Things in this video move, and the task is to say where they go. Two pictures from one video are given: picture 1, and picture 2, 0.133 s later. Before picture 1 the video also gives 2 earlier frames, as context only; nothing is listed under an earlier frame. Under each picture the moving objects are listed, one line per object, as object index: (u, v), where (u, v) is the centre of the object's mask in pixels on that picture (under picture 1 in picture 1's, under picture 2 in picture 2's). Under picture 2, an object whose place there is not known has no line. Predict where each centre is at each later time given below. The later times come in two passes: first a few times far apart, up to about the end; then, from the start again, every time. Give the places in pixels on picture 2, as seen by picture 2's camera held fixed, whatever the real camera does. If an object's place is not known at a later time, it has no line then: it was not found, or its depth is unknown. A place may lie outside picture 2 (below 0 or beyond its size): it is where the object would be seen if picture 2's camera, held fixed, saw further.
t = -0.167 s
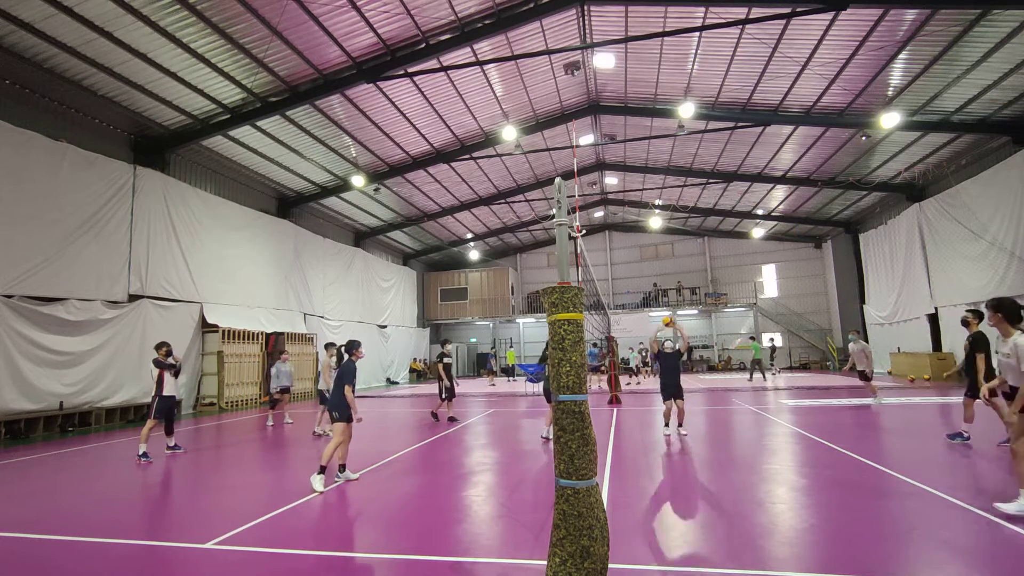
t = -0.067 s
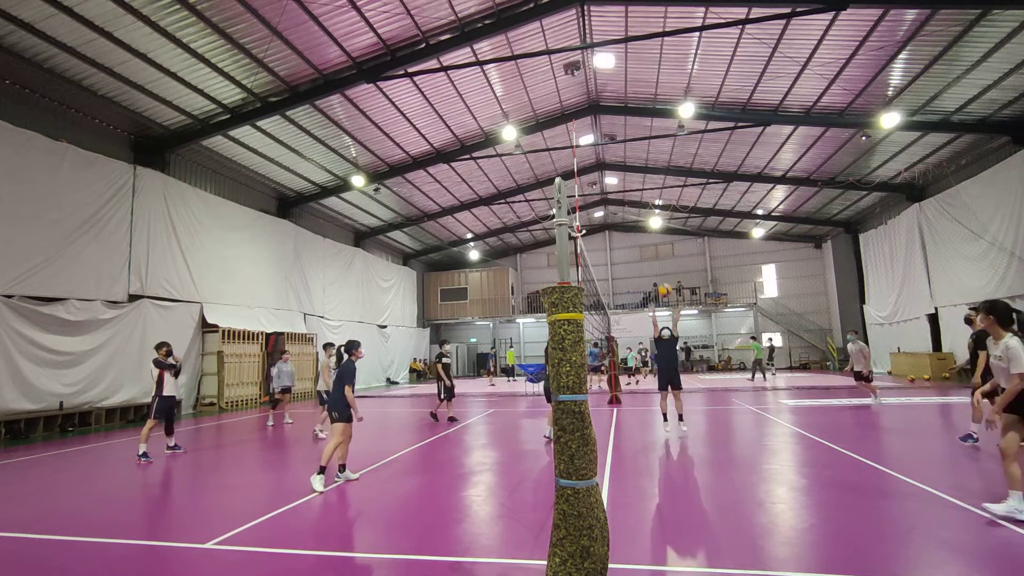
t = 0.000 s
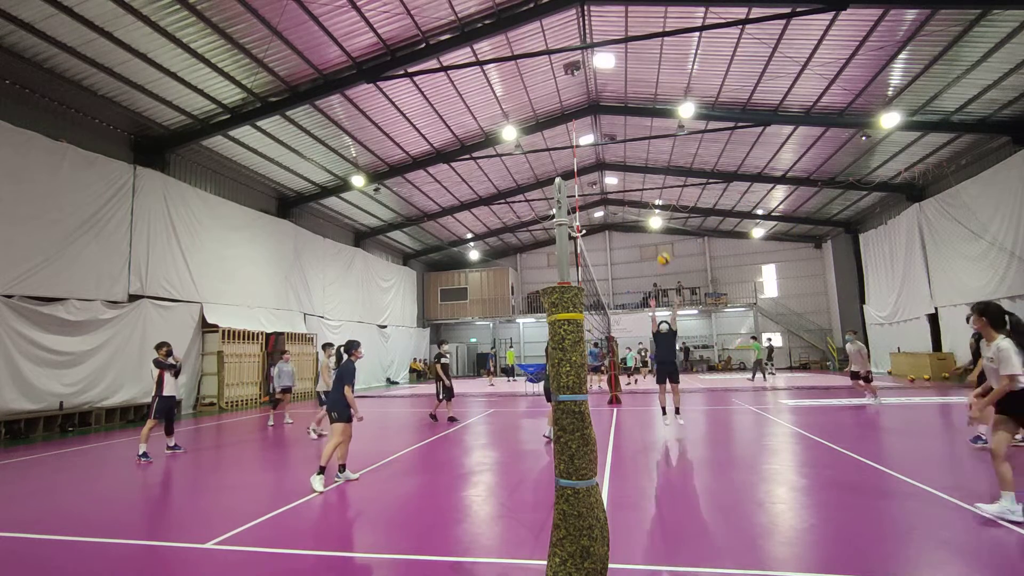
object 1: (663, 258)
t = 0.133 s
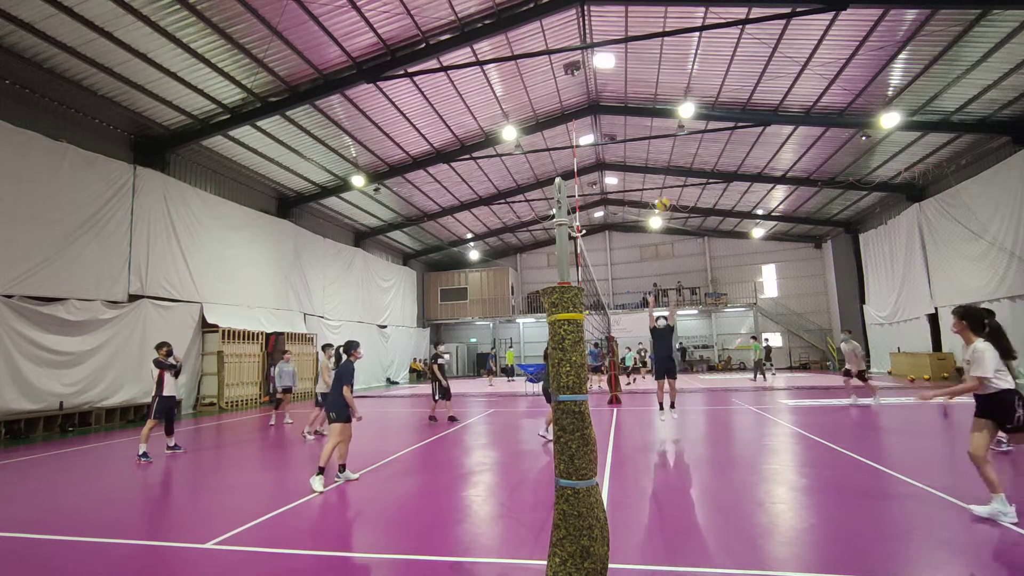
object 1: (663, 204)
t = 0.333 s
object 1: (664, 136)
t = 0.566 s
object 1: (668, 82)
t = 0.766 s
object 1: (675, 59)
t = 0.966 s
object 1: (687, 66)
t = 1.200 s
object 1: (708, 118)
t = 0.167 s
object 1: (663, 191)
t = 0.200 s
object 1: (663, 180)
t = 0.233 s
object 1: (663, 168)
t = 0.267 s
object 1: (663, 158)
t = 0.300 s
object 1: (663, 147)
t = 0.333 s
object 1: (664, 136)
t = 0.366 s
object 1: (664, 127)
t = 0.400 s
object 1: (665, 118)
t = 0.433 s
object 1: (666, 110)
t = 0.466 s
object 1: (666, 103)
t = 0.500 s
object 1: (667, 95)
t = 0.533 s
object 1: (667, 88)
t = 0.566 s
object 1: (668, 82)
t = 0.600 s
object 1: (669, 76)
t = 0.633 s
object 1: (670, 72)
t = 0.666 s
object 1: (672, 68)
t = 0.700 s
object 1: (673, 64)
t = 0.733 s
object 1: (674, 61)
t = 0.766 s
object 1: (675, 59)
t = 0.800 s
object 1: (677, 58)
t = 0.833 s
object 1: (679, 58)
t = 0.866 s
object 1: (681, 59)
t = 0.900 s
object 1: (683, 60)
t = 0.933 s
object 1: (685, 62)
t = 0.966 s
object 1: (687, 66)
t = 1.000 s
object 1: (689, 69)
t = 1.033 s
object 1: (692, 75)
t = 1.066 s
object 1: (694, 81)
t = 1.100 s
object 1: (697, 88)
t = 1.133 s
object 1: (701, 96)
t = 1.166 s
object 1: (705, 107)
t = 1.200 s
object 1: (708, 118)
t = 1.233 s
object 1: (712, 132)
